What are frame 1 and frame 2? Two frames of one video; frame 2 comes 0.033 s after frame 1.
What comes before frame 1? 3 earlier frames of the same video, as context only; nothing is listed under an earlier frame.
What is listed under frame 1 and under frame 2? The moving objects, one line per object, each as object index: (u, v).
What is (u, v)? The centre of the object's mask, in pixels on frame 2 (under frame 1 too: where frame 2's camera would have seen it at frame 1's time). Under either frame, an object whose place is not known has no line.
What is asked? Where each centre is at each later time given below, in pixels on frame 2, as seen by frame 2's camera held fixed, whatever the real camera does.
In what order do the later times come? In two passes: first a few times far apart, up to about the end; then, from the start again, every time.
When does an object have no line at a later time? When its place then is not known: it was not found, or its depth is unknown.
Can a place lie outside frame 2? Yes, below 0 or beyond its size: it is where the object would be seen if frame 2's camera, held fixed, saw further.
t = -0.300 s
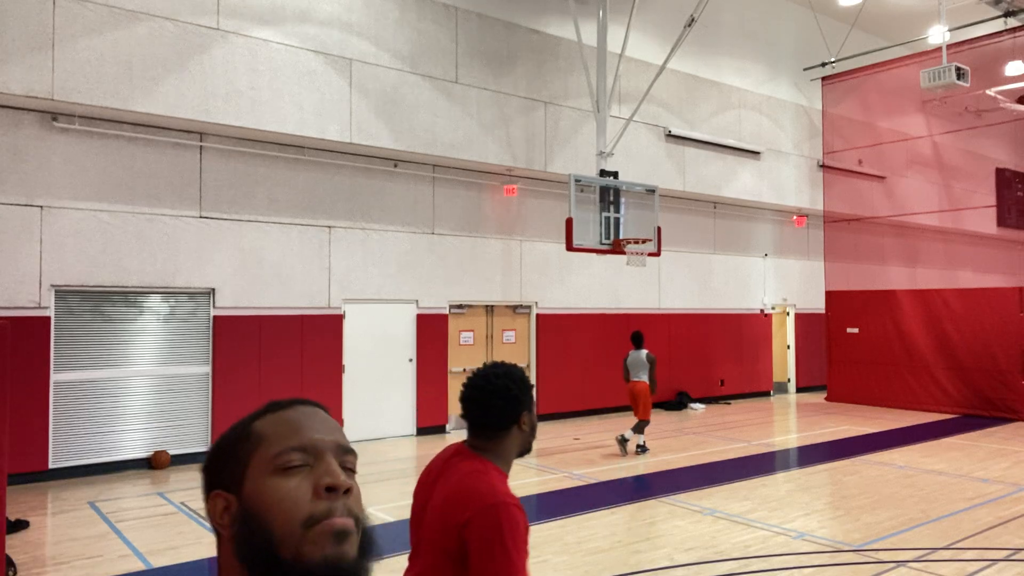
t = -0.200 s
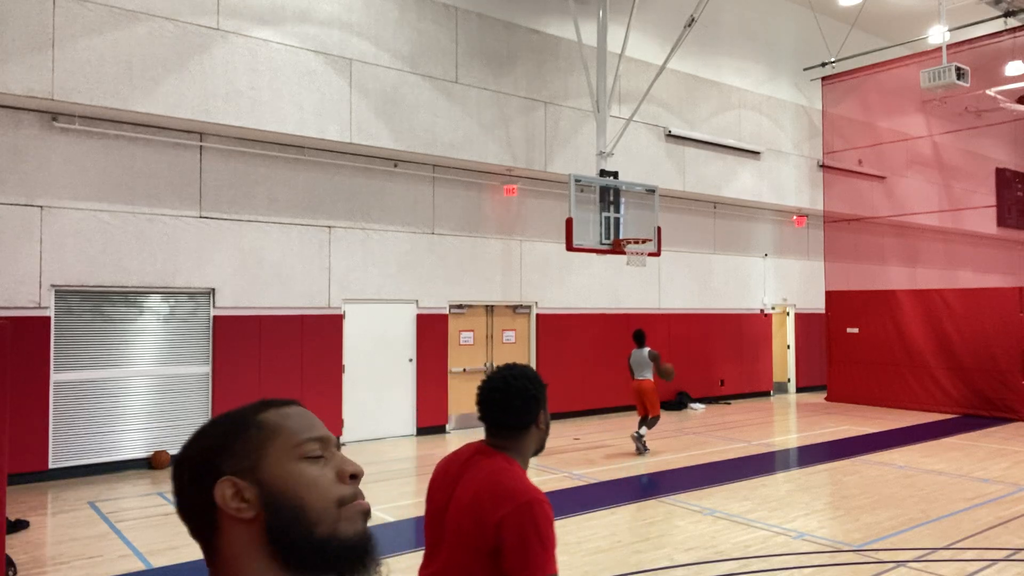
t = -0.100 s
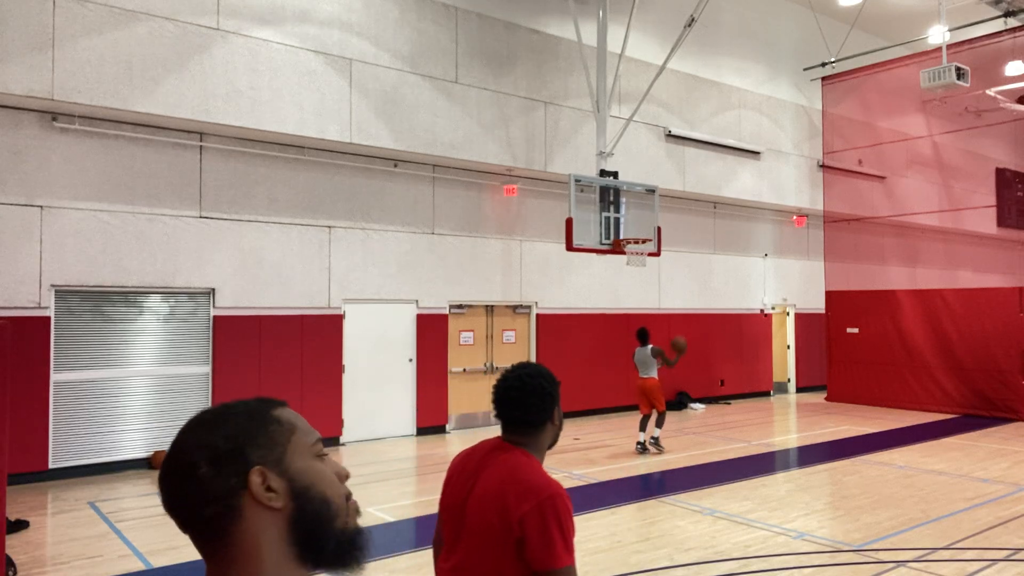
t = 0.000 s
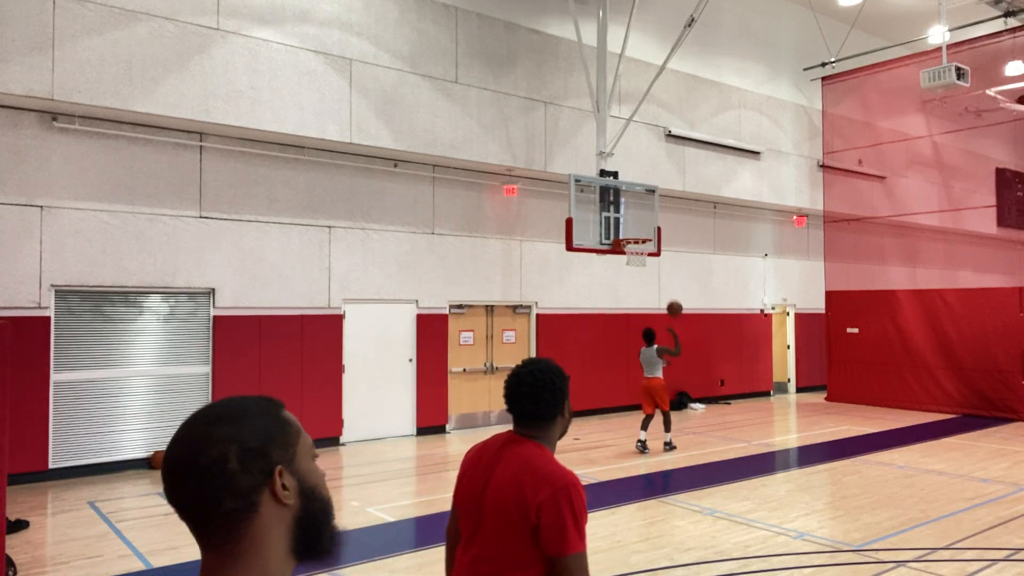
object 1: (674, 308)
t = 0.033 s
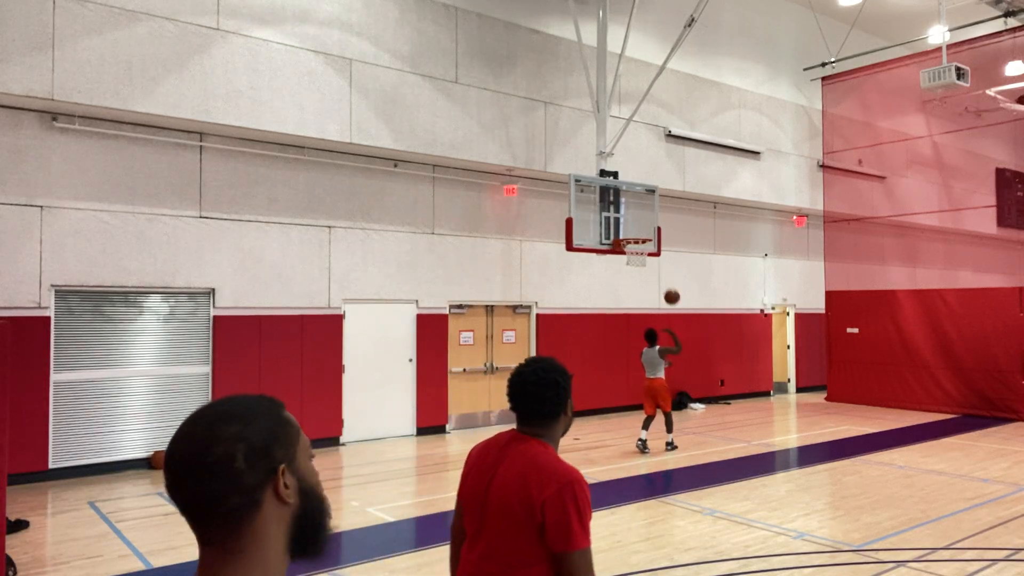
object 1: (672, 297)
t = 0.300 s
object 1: (652, 234)
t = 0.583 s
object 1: (643, 223)
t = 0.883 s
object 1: (656, 229)
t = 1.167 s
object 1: (675, 265)
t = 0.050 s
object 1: (670, 291)
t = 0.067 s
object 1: (669, 286)
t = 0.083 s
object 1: (668, 281)
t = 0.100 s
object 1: (667, 277)
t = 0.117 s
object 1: (665, 272)
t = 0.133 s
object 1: (664, 268)
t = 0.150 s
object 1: (663, 264)
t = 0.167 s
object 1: (662, 259)
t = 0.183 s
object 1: (661, 255)
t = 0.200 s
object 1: (659, 252)
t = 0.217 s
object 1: (658, 249)
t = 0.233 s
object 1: (658, 246)
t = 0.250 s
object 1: (656, 242)
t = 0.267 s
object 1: (655, 239)
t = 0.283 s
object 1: (654, 236)
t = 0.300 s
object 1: (652, 234)
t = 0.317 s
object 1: (651, 232)
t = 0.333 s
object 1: (650, 230)
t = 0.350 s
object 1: (649, 228)
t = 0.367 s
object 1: (648, 226)
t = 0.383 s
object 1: (647, 224)
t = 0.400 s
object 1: (646, 223)
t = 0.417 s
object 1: (644, 222)
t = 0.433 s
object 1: (643, 221)
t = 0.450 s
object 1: (643, 220)
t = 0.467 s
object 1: (643, 220)
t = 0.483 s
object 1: (643, 220)
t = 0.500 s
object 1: (643, 220)
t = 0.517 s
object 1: (643, 220)
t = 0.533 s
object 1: (643, 220)
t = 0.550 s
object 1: (643, 221)
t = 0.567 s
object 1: (643, 222)
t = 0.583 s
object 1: (643, 223)
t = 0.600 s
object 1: (643, 224)
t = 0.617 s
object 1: (643, 226)
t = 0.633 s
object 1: (643, 227)
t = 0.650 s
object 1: (643, 229)
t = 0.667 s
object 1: (643, 231)
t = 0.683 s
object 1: (643, 232)
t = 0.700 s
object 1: (644, 232)
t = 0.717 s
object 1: (645, 232)
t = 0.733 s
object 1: (646, 231)
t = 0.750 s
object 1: (647, 230)
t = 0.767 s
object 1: (649, 229)
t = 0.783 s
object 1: (649, 229)
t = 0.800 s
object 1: (650, 228)
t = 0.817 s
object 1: (651, 228)
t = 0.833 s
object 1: (653, 228)
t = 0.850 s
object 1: (654, 228)
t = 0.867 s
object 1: (655, 229)
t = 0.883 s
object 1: (656, 229)
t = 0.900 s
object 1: (657, 230)
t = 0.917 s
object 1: (658, 231)
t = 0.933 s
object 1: (660, 232)
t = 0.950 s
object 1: (661, 233)
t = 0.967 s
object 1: (662, 234)
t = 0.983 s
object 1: (663, 236)
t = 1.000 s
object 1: (664, 238)
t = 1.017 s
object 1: (666, 240)
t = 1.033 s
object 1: (667, 242)
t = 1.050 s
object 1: (668, 244)
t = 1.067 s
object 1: (668, 247)
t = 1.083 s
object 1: (669, 249)
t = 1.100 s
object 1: (671, 252)
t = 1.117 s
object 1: (672, 255)
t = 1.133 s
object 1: (673, 258)
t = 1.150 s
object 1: (674, 261)
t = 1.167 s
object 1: (675, 265)
